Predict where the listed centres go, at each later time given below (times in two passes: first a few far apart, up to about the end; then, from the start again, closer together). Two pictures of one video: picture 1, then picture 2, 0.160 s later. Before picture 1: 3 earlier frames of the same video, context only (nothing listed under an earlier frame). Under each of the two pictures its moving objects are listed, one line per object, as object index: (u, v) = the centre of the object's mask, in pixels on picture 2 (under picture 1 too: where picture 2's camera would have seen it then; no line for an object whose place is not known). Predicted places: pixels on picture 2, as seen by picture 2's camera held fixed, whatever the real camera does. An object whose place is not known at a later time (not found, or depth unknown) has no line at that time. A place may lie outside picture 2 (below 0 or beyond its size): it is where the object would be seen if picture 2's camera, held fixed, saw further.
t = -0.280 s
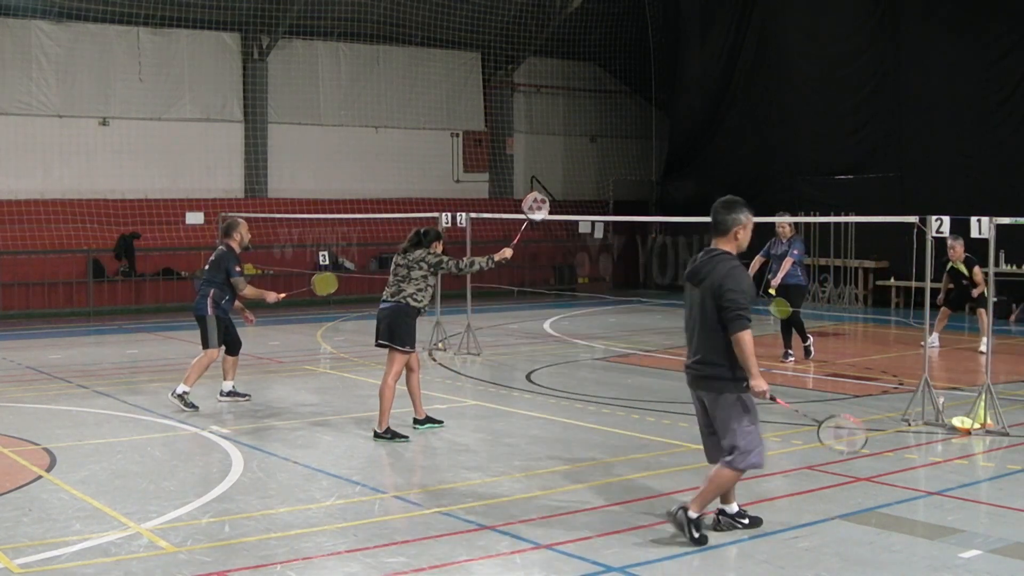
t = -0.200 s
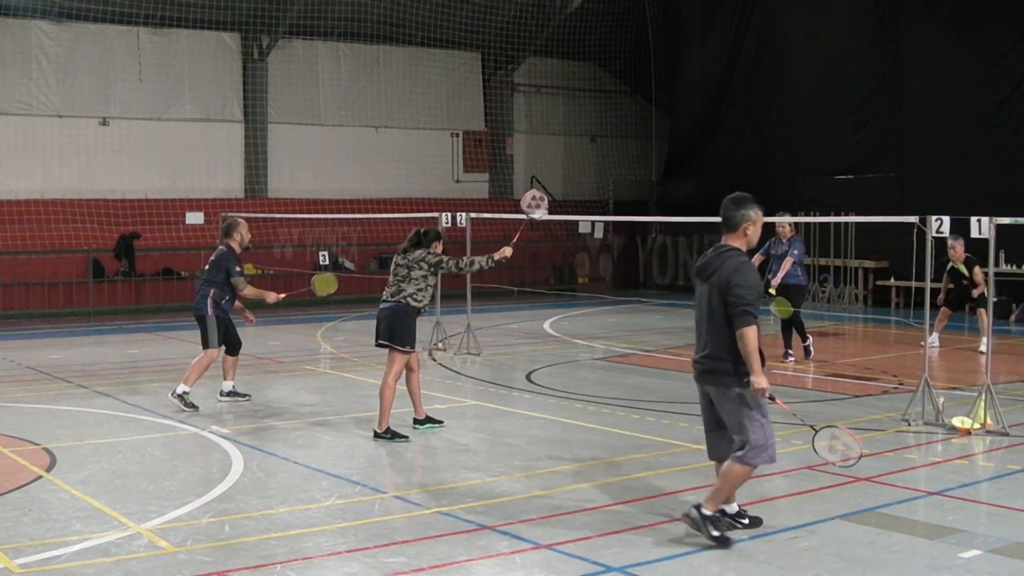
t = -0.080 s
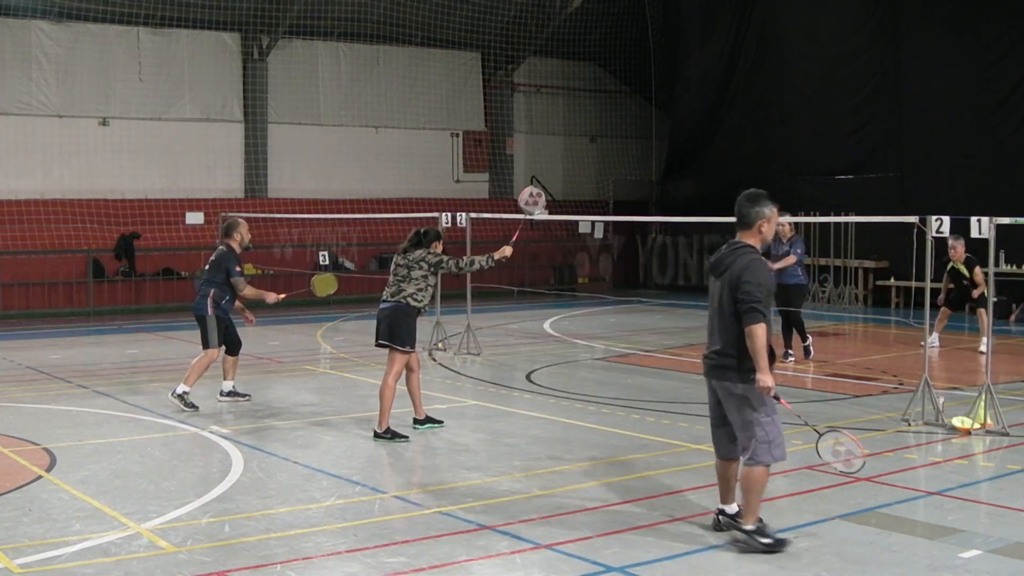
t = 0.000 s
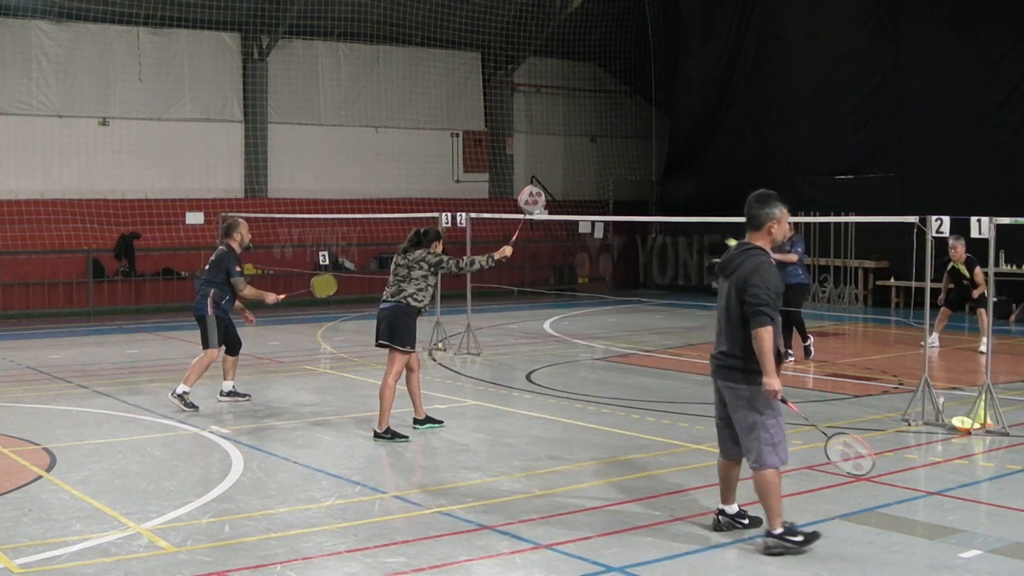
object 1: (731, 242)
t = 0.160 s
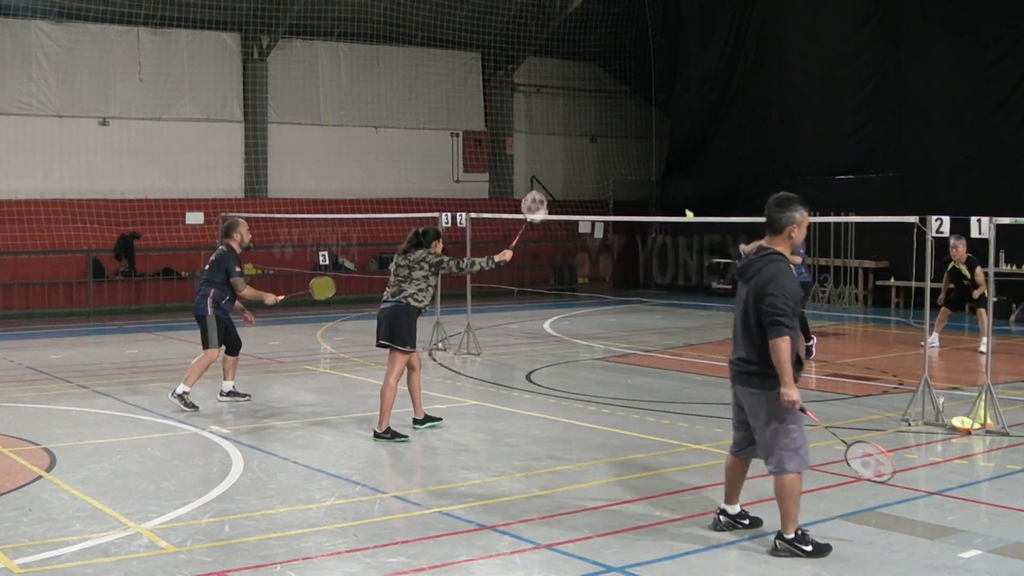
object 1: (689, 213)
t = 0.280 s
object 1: (687, 197)
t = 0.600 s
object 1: (679, 237)
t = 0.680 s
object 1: (677, 265)
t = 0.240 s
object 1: (688, 201)
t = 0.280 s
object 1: (687, 197)
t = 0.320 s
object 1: (686, 196)
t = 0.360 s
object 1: (685, 197)
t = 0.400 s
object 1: (684, 199)
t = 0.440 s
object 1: (684, 203)
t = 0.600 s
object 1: (679, 237)
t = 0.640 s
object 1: (678, 250)
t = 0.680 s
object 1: (677, 265)
